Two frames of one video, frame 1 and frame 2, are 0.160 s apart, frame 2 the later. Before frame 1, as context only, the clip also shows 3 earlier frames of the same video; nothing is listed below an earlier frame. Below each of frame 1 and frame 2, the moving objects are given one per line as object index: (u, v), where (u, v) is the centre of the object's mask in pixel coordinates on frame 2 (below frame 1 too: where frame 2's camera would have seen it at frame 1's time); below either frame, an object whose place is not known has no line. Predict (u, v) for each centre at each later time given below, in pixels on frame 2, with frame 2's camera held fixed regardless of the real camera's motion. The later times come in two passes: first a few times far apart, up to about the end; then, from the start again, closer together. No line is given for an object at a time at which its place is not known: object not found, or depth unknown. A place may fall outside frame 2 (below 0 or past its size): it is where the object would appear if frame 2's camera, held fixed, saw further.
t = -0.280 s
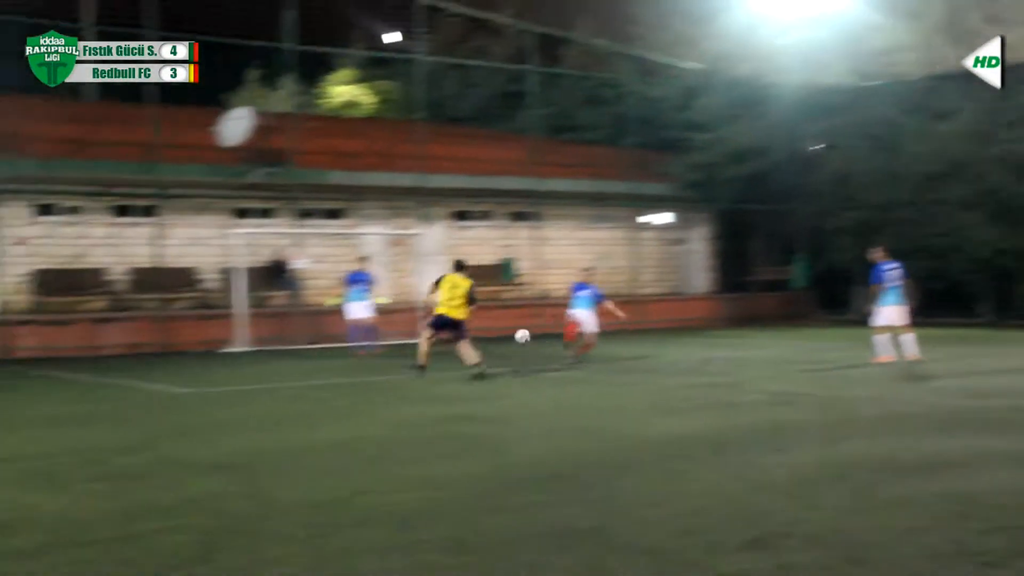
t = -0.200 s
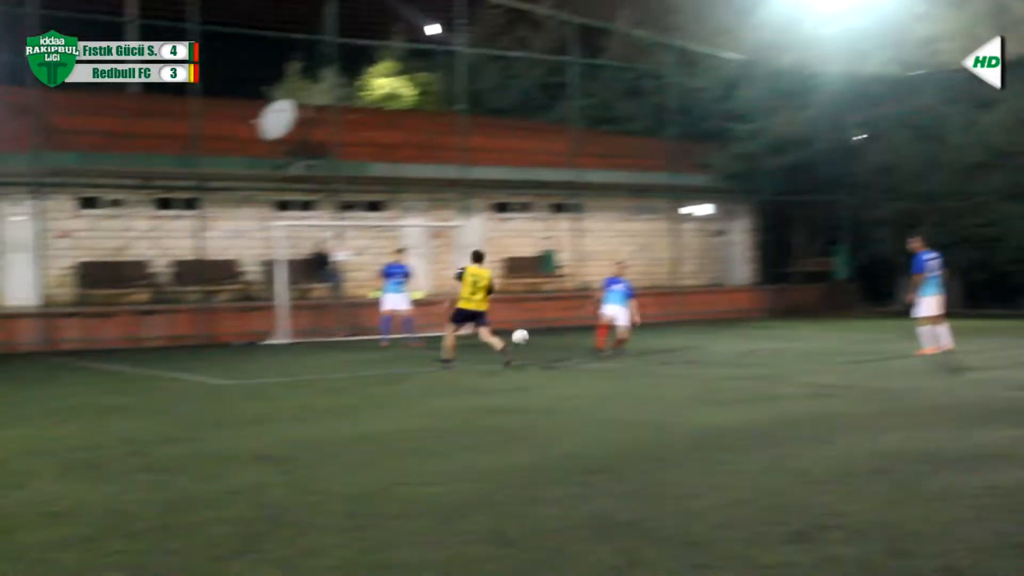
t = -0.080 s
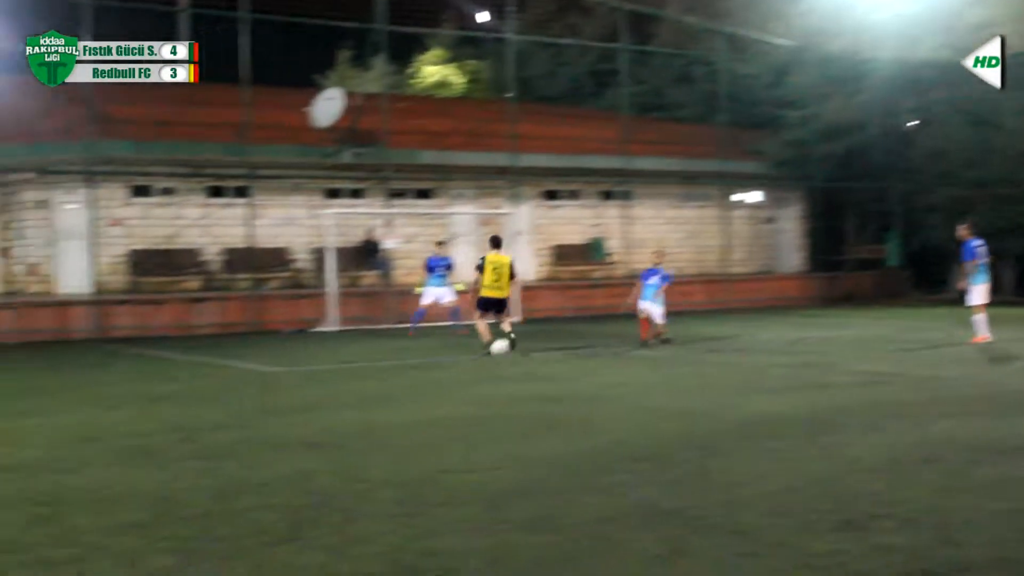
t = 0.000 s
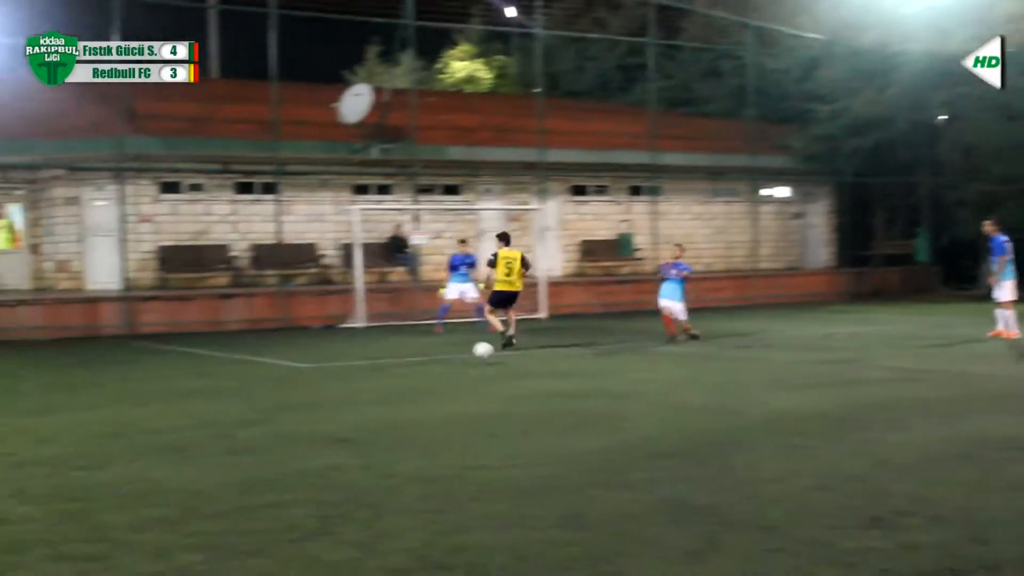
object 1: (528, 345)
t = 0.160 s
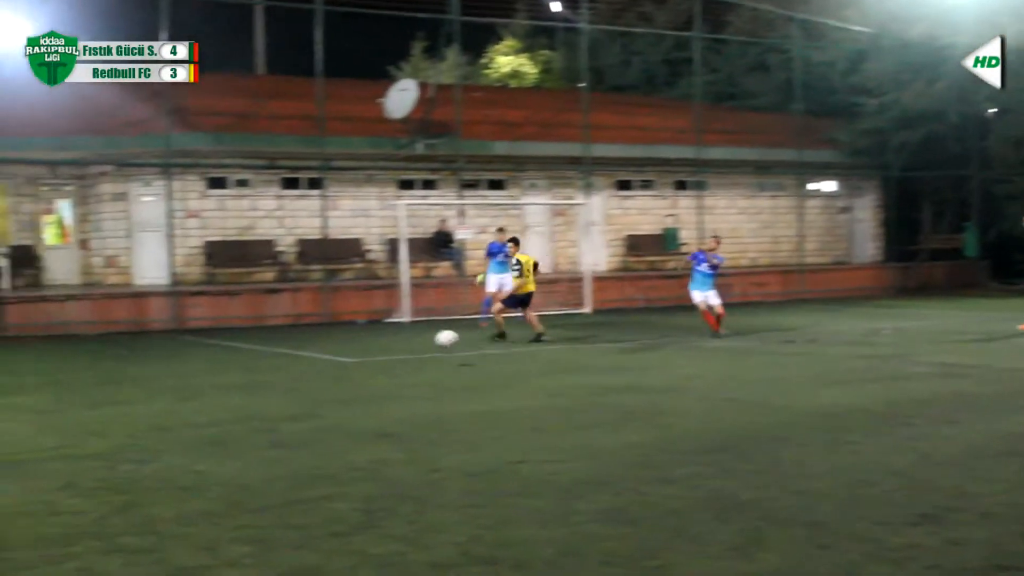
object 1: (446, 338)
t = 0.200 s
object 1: (425, 340)
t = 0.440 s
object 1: (288, 364)
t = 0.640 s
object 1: (165, 370)
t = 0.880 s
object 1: (-8, 386)
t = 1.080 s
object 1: (-180, 407)
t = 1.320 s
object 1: (-419, 431)
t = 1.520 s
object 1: (-326, 362)
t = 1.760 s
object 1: (-150, 339)
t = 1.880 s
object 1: (-63, 355)
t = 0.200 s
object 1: (425, 340)
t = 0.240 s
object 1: (403, 343)
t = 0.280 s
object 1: (381, 349)
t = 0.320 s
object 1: (358, 355)
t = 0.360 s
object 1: (335, 364)
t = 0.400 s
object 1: (312, 367)
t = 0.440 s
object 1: (288, 364)
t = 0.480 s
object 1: (265, 362)
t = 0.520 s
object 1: (241, 361)
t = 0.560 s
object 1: (216, 362)
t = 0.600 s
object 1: (190, 366)
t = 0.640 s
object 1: (165, 370)
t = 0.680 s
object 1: (138, 378)
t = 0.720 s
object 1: (110, 387)
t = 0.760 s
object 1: (81, 386)
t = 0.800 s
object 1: (52, 384)
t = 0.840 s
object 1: (22, 383)
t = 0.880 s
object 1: (-8, 386)
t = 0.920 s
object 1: (-41, 389)
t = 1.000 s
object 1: (-110, 402)
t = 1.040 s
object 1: (-145, 409)
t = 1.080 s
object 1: (-180, 407)
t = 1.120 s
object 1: (-218, 406)
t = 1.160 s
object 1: (-255, 408)
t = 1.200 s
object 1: (-294, 412)
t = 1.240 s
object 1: (-336, 417)
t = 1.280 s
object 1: (-378, 428)
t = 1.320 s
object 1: (-419, 431)
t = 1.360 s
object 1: (-442, 420)
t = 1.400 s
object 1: (-415, 403)
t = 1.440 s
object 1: (-387, 387)
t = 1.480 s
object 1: (-358, 374)
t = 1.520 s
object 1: (-326, 362)
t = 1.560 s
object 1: (-298, 354)
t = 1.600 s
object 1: (-267, 347)
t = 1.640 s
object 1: (-239, 342)
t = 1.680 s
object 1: (-209, 339)
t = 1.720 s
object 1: (-180, 338)
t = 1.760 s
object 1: (-150, 339)
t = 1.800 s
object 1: (-122, 342)
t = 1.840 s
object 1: (-92, 347)
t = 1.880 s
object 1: (-63, 355)
